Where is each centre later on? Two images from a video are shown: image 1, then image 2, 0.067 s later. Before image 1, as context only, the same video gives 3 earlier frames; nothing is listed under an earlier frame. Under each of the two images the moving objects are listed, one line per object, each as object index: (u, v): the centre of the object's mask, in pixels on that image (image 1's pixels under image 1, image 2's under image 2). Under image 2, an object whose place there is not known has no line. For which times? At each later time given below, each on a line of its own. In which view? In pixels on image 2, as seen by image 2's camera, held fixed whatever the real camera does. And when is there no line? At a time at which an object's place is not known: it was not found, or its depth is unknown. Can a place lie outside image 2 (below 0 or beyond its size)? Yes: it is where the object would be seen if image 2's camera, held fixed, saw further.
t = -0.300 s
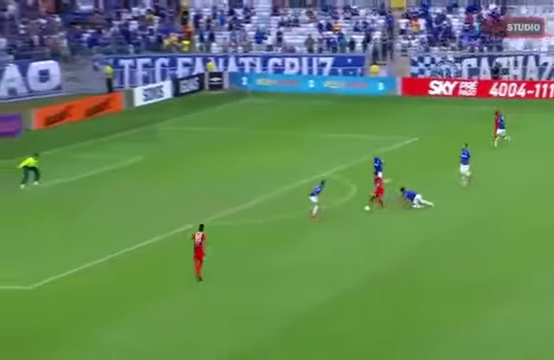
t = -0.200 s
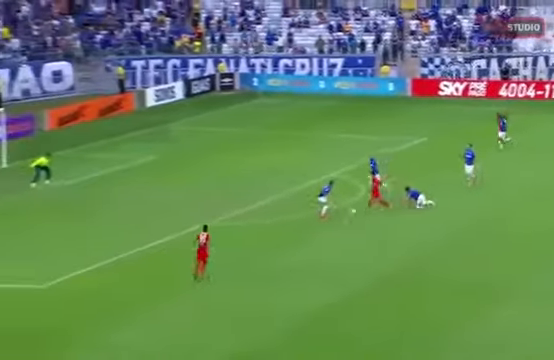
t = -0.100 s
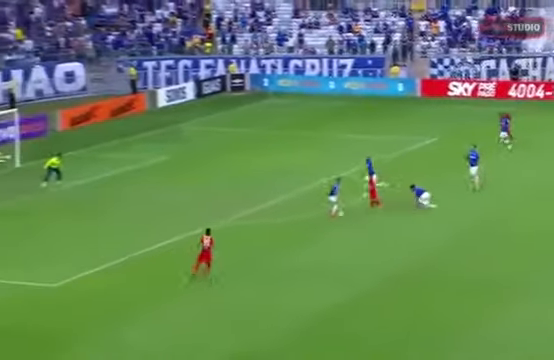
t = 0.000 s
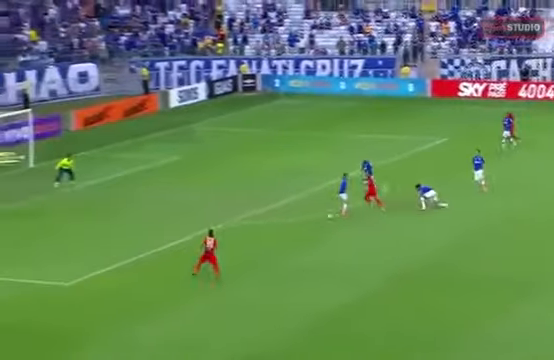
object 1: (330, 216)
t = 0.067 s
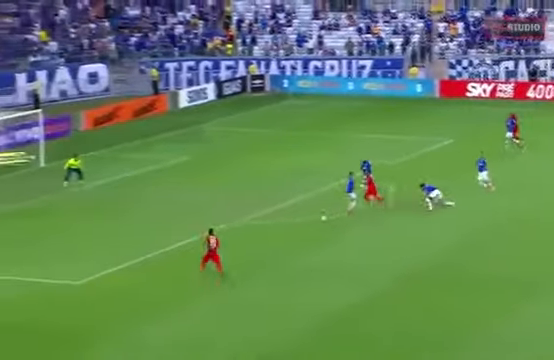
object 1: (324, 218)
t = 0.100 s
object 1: (318, 218)
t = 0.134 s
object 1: (311, 219)
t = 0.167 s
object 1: (305, 219)
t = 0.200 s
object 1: (299, 220)
